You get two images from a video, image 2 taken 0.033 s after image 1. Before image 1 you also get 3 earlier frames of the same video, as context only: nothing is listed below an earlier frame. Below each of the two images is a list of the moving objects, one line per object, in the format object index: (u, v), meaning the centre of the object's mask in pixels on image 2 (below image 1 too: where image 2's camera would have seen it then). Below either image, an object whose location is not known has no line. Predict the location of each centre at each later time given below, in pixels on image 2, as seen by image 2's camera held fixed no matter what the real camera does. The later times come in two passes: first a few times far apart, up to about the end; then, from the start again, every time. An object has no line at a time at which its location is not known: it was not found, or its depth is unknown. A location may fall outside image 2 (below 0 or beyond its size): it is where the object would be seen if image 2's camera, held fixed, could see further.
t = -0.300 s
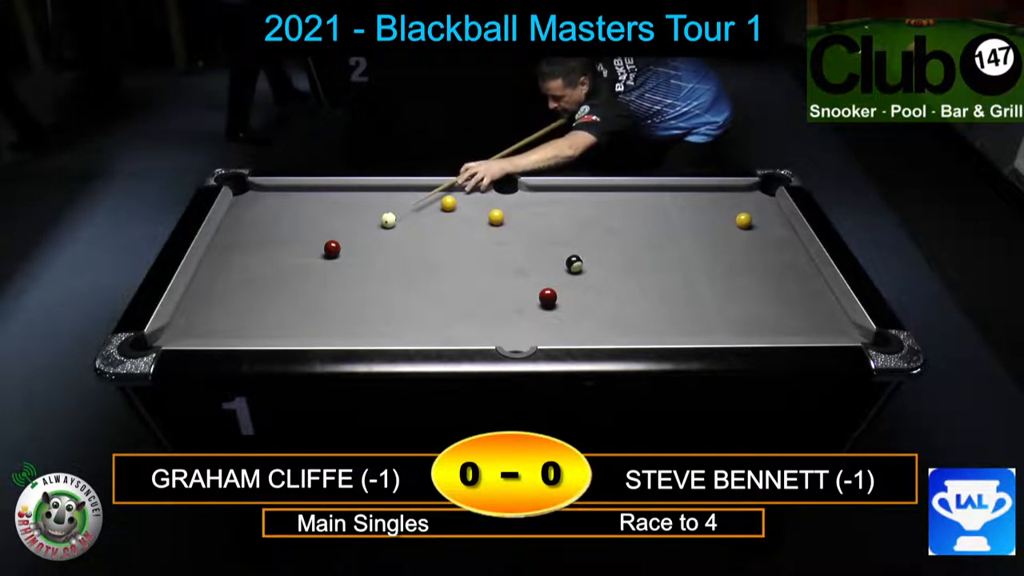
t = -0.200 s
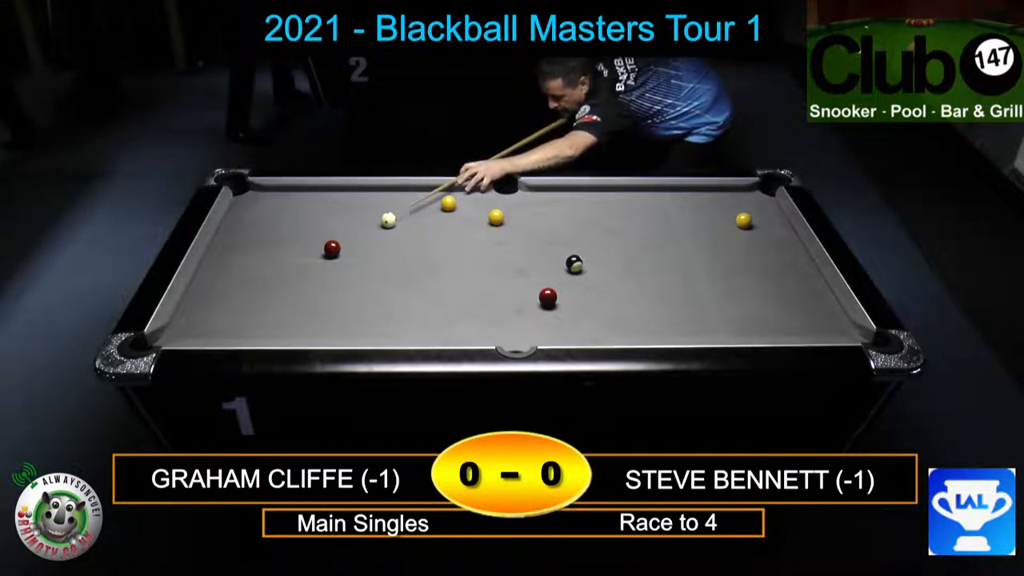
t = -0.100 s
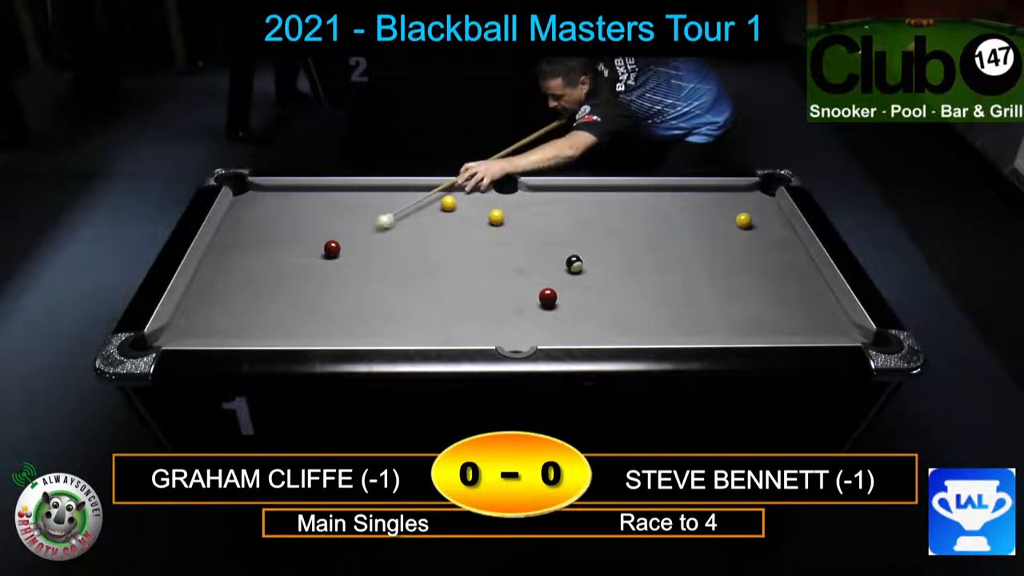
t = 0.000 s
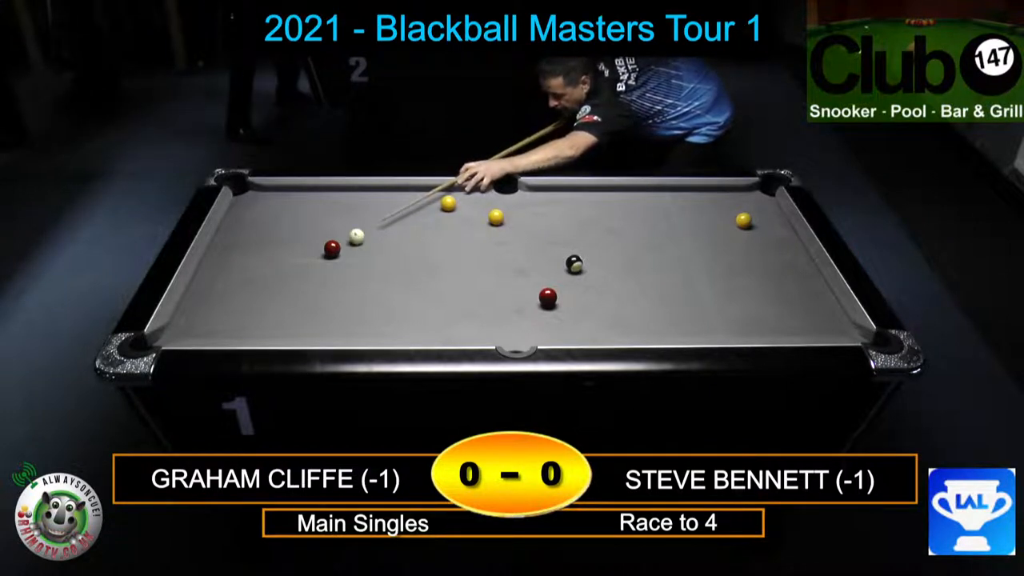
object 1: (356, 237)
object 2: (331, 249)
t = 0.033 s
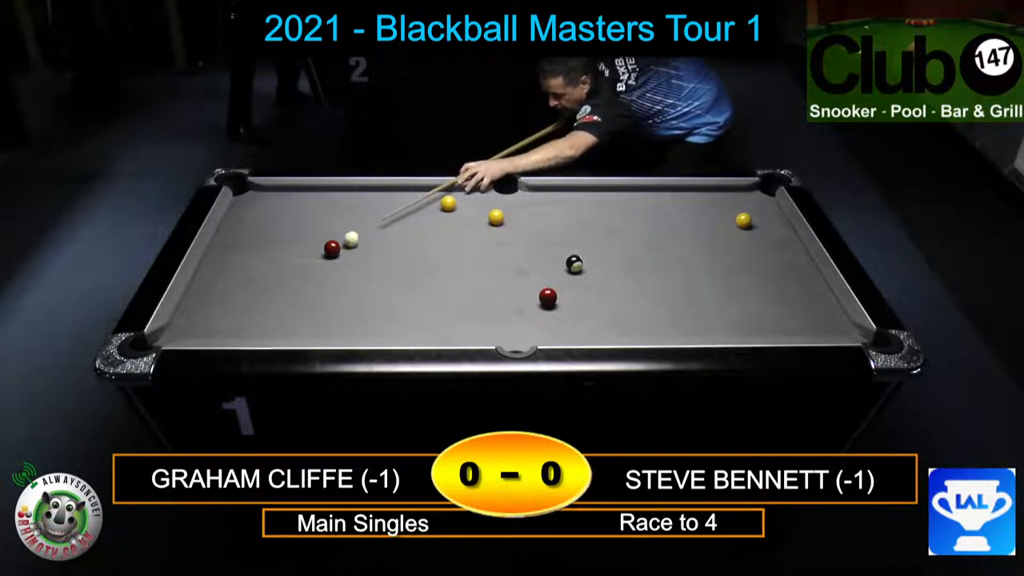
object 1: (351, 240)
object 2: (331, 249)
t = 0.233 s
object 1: (339, 245)
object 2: (299, 266)
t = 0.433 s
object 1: (332, 249)
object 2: (266, 284)
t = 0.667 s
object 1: (324, 253)
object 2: (228, 305)
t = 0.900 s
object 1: (317, 256)
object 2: (187, 328)
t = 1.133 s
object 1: (311, 259)
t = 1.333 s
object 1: (307, 261)
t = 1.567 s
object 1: (304, 263)
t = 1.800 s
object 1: (302, 264)
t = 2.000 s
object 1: (300, 265)
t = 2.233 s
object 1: (300, 265)
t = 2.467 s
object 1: (300, 265)
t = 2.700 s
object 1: (300, 265)
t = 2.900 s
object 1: (300, 265)
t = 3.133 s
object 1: (300, 266)
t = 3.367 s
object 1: (300, 265)
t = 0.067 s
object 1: (346, 242)
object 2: (330, 250)
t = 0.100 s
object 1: (344, 243)
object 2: (322, 254)
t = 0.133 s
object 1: (343, 243)
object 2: (314, 258)
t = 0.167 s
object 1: (341, 244)
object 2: (307, 262)
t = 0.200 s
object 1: (340, 245)
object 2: (302, 265)
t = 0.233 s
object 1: (339, 245)
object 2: (299, 266)
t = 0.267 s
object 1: (338, 246)
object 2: (294, 269)
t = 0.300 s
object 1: (337, 246)
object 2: (288, 272)
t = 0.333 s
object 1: (335, 247)
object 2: (281, 276)
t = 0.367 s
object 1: (334, 248)
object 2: (275, 280)
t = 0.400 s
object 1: (332, 248)
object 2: (270, 283)
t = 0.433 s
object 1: (332, 249)
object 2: (266, 284)
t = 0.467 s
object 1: (331, 249)
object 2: (261, 287)
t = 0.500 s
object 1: (330, 250)
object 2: (255, 290)
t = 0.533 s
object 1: (328, 251)
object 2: (248, 294)
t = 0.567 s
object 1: (327, 251)
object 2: (241, 298)
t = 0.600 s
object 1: (325, 252)
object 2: (236, 301)
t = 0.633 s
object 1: (325, 252)
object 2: (233, 303)
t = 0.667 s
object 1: (324, 253)
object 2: (228, 305)
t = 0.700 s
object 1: (323, 253)
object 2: (221, 309)
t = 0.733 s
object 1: (321, 254)
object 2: (215, 313)
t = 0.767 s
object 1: (320, 254)
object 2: (208, 316)
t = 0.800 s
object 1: (319, 255)
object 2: (203, 319)
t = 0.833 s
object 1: (319, 255)
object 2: (199, 321)
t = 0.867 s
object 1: (318, 256)
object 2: (194, 324)
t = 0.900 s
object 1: (317, 256)
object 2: (187, 328)
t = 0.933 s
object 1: (316, 257)
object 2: (181, 330)
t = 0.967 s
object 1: (315, 257)
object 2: (174, 333)
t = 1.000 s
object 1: (314, 258)
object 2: (169, 335)
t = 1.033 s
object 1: (314, 258)
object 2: (166, 337)
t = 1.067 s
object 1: (313, 258)
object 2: (162, 339)
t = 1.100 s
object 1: (312, 259)
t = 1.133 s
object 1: (311, 259)
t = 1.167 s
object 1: (310, 260)
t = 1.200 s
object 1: (310, 260)
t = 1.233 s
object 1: (309, 260)
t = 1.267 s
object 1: (309, 260)
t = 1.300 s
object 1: (308, 261)
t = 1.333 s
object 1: (307, 261)
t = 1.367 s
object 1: (307, 261)
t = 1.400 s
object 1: (306, 262)
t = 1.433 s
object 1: (306, 262)
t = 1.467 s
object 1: (305, 262)
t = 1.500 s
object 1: (305, 263)
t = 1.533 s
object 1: (304, 263)
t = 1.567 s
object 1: (304, 263)
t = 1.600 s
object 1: (303, 264)
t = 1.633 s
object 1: (303, 264)
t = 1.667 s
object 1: (303, 264)
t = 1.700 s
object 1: (302, 264)
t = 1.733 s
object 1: (302, 265)
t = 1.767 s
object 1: (302, 264)
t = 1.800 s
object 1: (302, 264)
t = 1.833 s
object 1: (301, 265)
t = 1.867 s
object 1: (301, 265)
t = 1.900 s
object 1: (301, 265)
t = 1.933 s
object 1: (301, 265)
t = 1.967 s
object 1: (300, 265)
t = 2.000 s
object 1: (300, 265)
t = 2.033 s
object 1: (300, 265)
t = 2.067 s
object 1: (300, 265)
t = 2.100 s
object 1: (300, 265)
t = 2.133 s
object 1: (300, 265)
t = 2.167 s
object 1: (300, 265)
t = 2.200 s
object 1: (300, 265)
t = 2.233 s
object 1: (300, 265)
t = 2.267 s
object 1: (300, 265)
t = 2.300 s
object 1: (300, 265)
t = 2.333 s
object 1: (300, 265)
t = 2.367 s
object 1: (300, 265)
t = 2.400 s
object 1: (300, 265)
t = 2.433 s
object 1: (300, 265)
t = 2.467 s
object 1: (300, 265)
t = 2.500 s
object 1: (300, 265)
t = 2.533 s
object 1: (300, 265)
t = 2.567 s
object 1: (300, 265)
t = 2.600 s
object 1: (300, 265)
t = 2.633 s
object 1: (300, 265)
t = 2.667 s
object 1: (300, 265)
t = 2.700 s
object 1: (300, 265)
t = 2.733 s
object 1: (300, 265)
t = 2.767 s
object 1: (300, 265)
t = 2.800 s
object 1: (300, 265)
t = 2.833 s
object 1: (300, 265)
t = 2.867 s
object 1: (300, 265)
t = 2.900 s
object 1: (300, 265)
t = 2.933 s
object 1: (300, 266)
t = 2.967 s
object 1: (300, 265)
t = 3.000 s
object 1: (300, 266)
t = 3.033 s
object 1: (300, 266)
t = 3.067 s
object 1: (300, 266)
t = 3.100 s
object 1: (300, 265)
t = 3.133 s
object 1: (300, 266)
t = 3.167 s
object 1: (300, 266)
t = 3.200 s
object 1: (300, 266)
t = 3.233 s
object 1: (300, 266)
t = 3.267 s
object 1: (300, 265)
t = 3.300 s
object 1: (300, 265)
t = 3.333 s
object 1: (300, 265)
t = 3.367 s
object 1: (300, 265)
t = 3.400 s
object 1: (300, 265)
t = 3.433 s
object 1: (300, 265)
